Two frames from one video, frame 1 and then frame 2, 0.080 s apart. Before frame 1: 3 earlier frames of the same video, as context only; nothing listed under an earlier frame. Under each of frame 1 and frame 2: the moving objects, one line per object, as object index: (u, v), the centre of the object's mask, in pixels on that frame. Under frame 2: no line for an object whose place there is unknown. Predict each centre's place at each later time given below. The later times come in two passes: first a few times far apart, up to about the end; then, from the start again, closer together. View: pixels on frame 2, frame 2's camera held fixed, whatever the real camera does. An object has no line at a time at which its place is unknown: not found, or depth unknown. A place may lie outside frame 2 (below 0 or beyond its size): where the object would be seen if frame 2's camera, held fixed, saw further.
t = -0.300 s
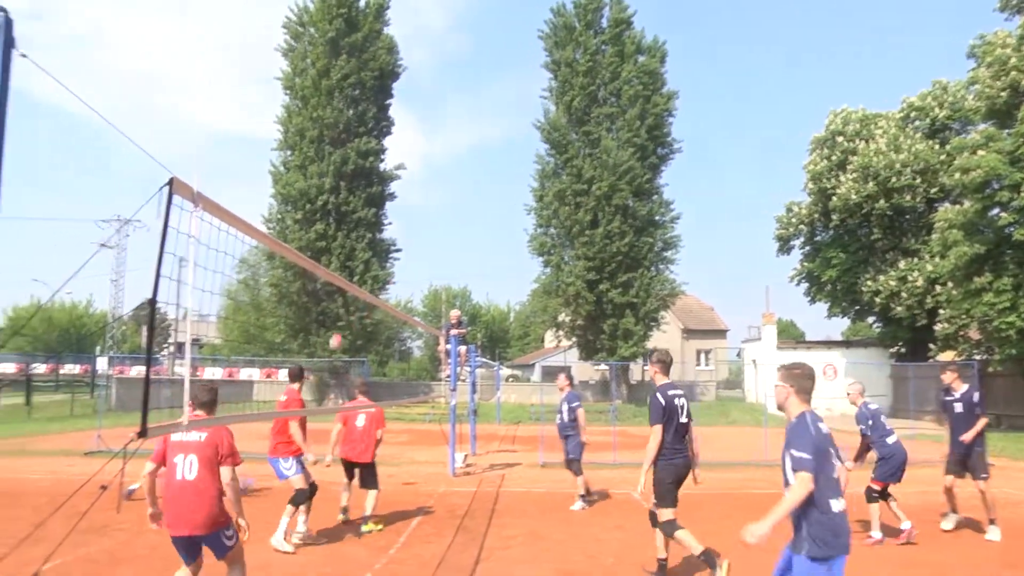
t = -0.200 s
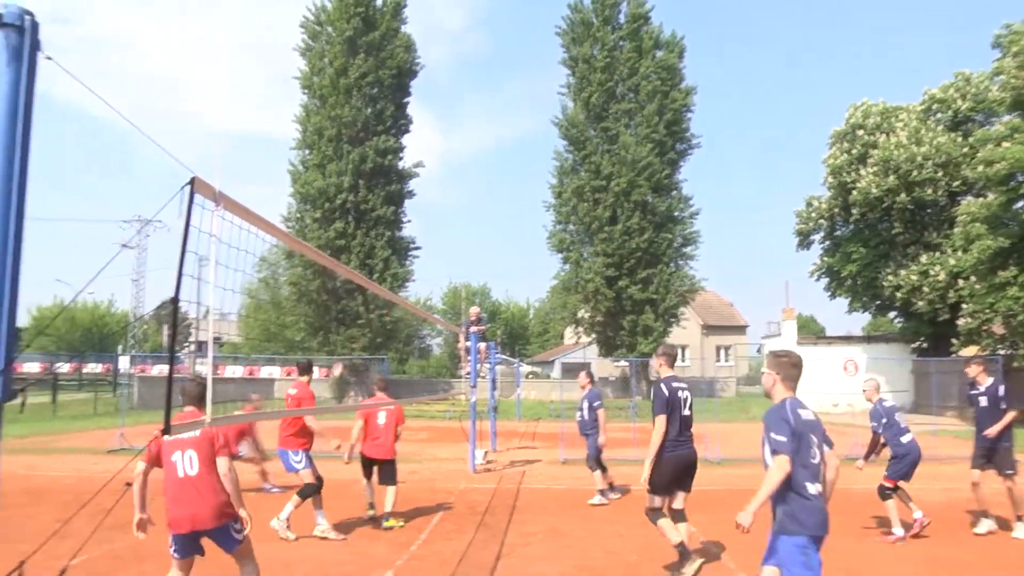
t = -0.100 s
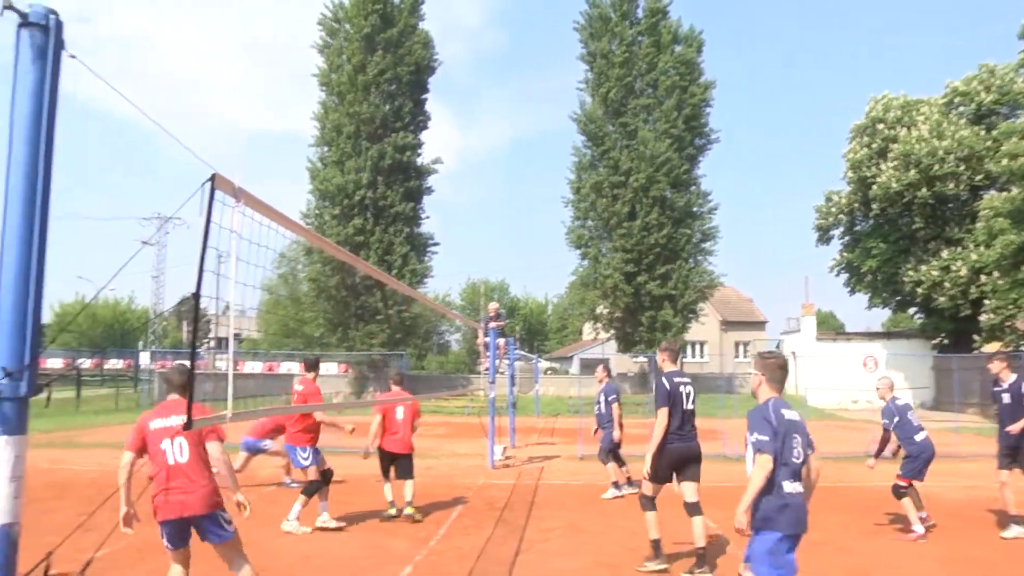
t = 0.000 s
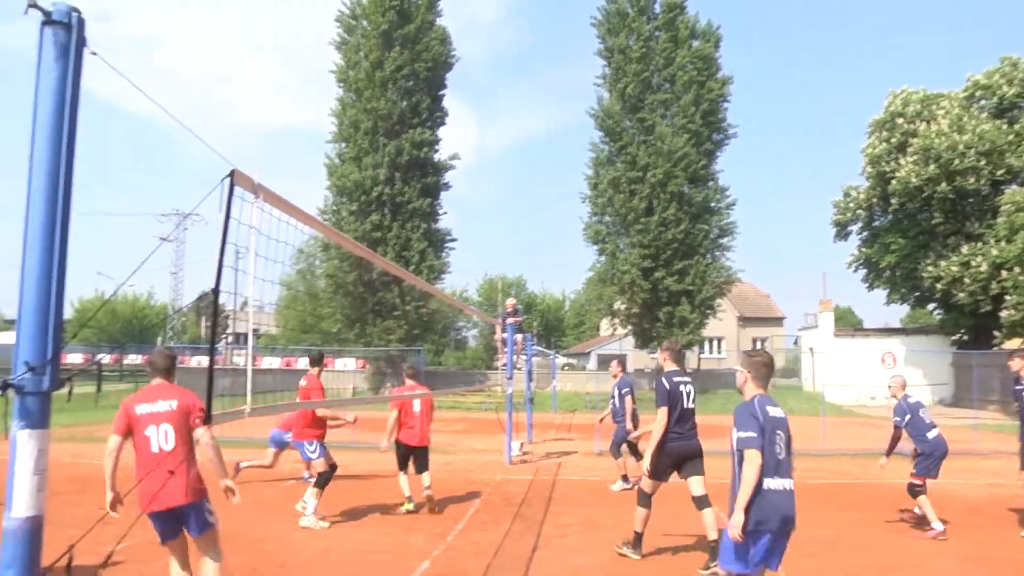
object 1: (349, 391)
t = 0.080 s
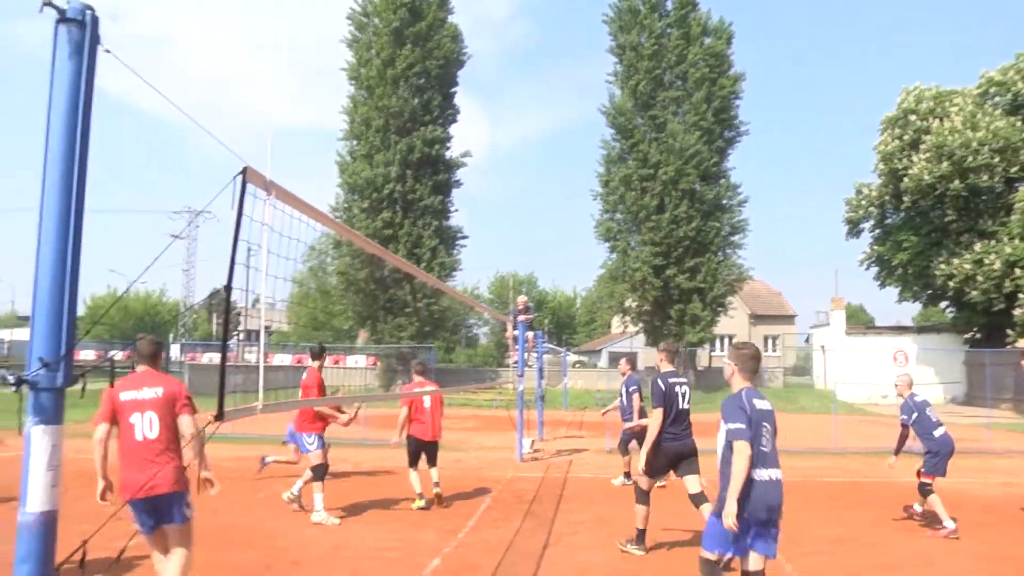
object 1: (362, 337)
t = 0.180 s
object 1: (367, 281)
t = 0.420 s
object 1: (373, 164)
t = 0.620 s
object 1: (379, 95)
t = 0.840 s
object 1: (382, 46)
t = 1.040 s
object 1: (383, 27)
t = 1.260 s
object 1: (382, 37)
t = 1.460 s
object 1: (378, 85)
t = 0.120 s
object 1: (365, 314)
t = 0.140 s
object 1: (367, 301)
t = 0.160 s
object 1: (367, 291)
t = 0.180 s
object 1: (367, 281)
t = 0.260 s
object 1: (370, 234)
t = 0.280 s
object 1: (369, 228)
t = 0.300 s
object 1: (372, 218)
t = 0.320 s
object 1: (371, 208)
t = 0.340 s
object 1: (372, 199)
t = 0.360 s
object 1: (372, 190)
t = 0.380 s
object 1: (375, 181)
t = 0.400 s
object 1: (375, 174)
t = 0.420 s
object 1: (373, 164)
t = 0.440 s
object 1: (375, 157)
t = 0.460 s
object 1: (375, 150)
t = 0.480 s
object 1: (375, 141)
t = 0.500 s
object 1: (376, 134)
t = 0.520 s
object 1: (377, 126)
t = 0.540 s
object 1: (377, 121)
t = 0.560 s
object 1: (377, 113)
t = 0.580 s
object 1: (378, 107)
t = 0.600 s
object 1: (378, 101)
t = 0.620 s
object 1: (379, 95)
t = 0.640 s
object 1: (379, 88)
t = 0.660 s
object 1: (379, 83)
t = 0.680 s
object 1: (380, 79)
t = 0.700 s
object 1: (381, 72)
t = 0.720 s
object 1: (381, 67)
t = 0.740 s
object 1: (382, 64)
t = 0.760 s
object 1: (382, 60)
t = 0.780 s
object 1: (382, 57)
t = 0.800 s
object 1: (382, 52)
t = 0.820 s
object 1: (382, 48)
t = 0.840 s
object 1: (382, 46)
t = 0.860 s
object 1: (382, 41)
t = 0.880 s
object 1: (382, 39)
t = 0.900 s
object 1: (383, 38)
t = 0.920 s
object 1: (383, 35)
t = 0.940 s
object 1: (384, 33)
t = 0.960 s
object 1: (383, 31)
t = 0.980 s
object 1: (383, 29)
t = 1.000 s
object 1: (383, 28)
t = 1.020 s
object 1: (383, 27)
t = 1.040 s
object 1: (383, 27)
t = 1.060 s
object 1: (383, 26)
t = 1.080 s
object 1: (383, 26)
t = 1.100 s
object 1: (383, 26)
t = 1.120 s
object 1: (383, 26)
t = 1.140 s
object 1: (383, 28)
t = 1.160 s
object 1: (383, 29)
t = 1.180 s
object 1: (383, 29)
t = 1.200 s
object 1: (382, 30)
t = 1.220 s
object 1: (381, 30)
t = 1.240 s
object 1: (381, 33)
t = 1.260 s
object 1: (382, 37)
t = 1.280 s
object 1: (382, 40)
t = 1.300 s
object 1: (382, 42)
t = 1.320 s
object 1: (381, 45)
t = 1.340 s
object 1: (381, 51)
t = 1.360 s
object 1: (381, 56)
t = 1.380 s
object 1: (380, 59)
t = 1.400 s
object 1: (379, 65)
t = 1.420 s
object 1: (379, 72)
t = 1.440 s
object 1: (379, 77)
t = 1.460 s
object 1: (378, 85)
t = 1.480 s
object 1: (378, 93)
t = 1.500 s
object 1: (378, 100)
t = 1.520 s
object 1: (379, 108)
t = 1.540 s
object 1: (379, 116)
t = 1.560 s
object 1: (379, 126)
